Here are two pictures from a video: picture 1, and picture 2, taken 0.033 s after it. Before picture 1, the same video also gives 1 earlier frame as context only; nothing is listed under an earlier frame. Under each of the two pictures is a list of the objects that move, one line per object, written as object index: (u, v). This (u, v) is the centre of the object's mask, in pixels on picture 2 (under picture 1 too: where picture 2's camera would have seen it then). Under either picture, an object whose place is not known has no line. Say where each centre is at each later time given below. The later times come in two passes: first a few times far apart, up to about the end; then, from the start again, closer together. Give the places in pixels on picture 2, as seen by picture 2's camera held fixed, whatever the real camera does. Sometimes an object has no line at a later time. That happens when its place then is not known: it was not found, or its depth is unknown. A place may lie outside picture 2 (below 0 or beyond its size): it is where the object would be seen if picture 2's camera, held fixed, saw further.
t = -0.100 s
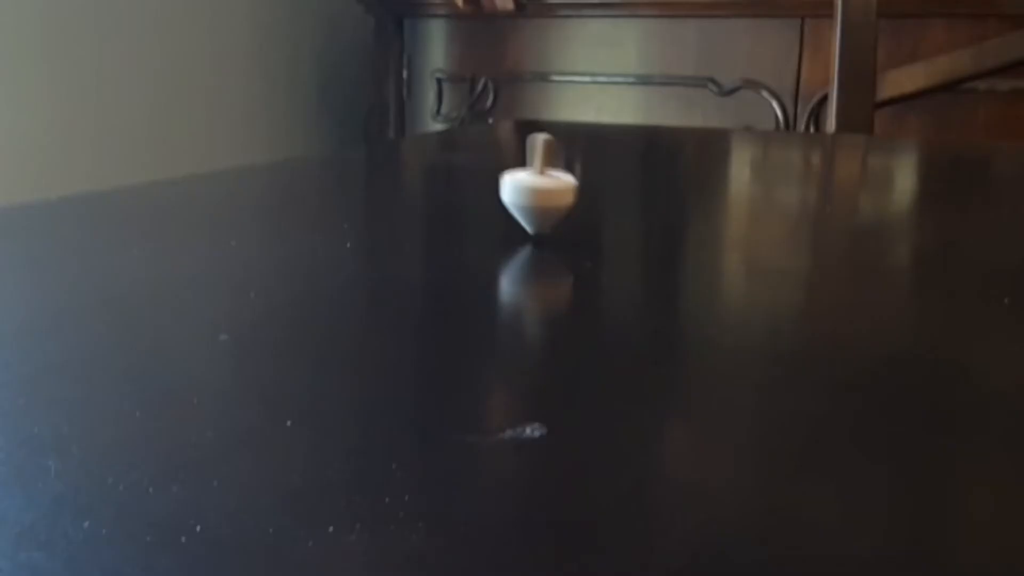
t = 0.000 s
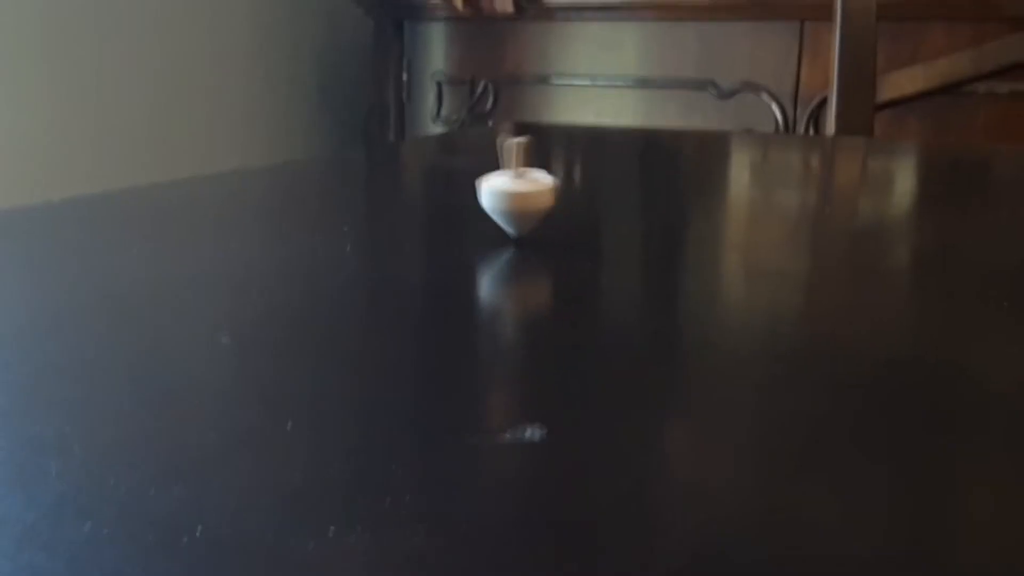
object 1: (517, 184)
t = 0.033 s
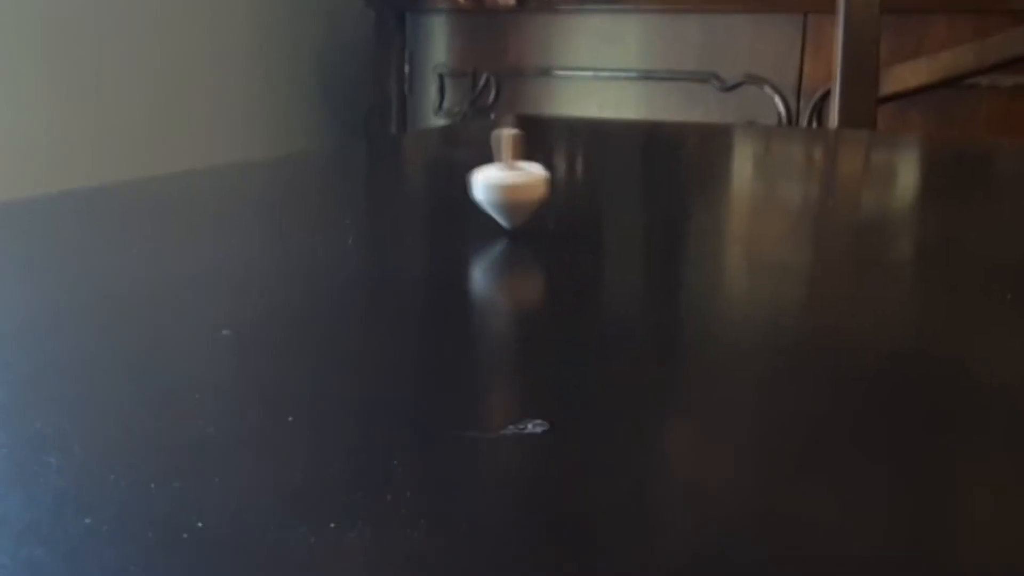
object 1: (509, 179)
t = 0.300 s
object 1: (475, 175)
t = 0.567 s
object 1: (440, 173)
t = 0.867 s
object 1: (387, 169)
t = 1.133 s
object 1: (378, 168)
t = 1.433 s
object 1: (371, 167)
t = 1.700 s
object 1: (407, 169)
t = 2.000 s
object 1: (407, 169)
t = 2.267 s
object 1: (408, 170)
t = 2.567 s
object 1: (406, 168)
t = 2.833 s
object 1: (410, 168)
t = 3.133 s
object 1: (409, 169)
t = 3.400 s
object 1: (408, 168)
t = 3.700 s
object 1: (411, 168)
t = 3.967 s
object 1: (410, 167)
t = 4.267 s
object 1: (412, 168)
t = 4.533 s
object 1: (411, 168)
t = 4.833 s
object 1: (411, 167)
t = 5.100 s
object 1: (412, 168)
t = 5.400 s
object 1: (412, 167)
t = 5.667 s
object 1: (412, 168)
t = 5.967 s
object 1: (412, 168)
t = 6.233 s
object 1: (412, 168)
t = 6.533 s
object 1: (413, 168)
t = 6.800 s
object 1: (412, 168)
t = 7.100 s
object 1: (413, 168)
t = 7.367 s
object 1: (414, 167)
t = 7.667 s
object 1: (413, 167)
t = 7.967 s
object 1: (414, 167)
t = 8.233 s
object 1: (413, 168)
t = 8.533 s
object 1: (415, 167)
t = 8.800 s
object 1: (413, 167)
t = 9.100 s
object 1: (417, 166)
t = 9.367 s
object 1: (419, 168)
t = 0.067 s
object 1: (499, 179)
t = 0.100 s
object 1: (489, 180)
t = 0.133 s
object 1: (482, 176)
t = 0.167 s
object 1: (478, 176)
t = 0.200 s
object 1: (475, 176)
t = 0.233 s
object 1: (472, 176)
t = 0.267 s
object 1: (474, 172)
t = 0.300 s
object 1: (475, 175)
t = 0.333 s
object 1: (475, 173)
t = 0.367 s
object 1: (475, 174)
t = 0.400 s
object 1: (474, 173)
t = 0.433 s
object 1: (471, 174)
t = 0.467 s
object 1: (466, 173)
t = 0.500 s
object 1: (460, 172)
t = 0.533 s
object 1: (451, 171)
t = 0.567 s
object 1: (440, 173)
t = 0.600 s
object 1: (430, 170)
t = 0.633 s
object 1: (419, 167)
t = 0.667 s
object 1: (409, 169)
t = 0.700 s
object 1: (404, 165)
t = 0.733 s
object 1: (398, 169)
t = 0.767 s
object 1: (392, 169)
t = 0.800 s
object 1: (387, 169)
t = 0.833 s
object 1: (386, 168)
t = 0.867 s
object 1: (387, 169)
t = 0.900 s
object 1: (389, 168)
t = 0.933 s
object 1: (392, 167)
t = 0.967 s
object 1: (395, 168)
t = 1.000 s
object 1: (395, 168)
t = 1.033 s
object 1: (393, 168)
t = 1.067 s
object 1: (391, 169)
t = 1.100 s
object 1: (383, 170)
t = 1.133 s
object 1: (378, 168)
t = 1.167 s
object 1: (372, 170)
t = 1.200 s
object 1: (366, 169)
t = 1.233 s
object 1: (363, 170)
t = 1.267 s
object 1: (362, 170)
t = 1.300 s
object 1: (361, 170)
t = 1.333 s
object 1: (361, 170)
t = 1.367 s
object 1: (362, 168)
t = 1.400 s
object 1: (365, 167)
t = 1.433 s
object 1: (371, 167)
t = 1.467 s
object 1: (377, 166)
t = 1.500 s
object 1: (384, 166)
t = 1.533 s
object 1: (392, 167)
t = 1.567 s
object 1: (398, 167)
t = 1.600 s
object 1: (405, 169)
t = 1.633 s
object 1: (407, 169)
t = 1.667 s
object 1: (407, 169)
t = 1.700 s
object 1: (407, 169)
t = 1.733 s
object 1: (404, 168)
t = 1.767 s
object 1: (404, 168)
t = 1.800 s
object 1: (404, 169)
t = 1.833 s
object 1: (404, 168)
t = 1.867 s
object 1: (404, 169)
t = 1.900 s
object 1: (405, 169)
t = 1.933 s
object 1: (405, 168)
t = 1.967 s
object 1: (405, 170)
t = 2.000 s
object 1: (407, 169)
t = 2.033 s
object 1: (407, 169)
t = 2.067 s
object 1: (407, 169)
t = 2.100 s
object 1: (408, 169)
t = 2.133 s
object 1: (408, 169)
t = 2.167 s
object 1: (408, 169)
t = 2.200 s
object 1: (408, 169)
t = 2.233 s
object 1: (408, 169)
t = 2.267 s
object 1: (408, 170)
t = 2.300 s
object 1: (406, 170)
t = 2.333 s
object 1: (407, 170)
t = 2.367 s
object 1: (406, 169)
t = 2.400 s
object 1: (405, 169)
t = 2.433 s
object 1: (406, 169)
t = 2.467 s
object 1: (406, 168)
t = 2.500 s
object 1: (405, 168)
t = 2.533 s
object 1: (406, 168)
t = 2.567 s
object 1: (406, 168)
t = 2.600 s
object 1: (406, 168)
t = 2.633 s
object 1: (407, 168)
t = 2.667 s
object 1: (407, 168)
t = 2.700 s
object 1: (408, 168)
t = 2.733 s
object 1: (408, 168)
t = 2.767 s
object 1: (409, 169)
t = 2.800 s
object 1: (409, 169)
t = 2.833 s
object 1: (410, 168)
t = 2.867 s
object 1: (410, 168)
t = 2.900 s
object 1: (411, 169)
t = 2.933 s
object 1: (411, 169)
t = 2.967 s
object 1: (411, 169)
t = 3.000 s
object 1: (411, 169)
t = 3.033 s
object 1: (410, 169)
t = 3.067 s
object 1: (409, 169)
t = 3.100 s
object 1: (409, 169)
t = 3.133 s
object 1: (409, 169)
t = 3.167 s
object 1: (408, 169)
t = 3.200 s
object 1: (408, 168)
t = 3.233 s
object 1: (408, 168)
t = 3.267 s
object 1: (407, 168)
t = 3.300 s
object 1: (407, 168)
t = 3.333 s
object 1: (407, 168)
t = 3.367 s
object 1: (407, 168)
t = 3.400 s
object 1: (408, 168)
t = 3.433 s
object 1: (408, 168)
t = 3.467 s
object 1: (408, 168)
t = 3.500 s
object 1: (408, 168)
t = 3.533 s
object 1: (409, 168)
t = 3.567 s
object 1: (409, 168)
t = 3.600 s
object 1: (410, 168)
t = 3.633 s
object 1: (411, 168)
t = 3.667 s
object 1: (411, 168)
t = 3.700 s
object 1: (411, 168)
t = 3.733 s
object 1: (411, 168)
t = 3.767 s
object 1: (410, 168)
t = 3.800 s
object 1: (410, 168)
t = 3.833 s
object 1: (410, 169)
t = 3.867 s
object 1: (410, 168)
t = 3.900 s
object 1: (410, 168)
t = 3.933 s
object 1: (410, 168)
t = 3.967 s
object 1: (410, 167)
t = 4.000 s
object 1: (411, 167)
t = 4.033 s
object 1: (411, 167)
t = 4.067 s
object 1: (411, 167)
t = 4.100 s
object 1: (411, 167)
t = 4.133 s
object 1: (411, 168)
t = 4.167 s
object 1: (411, 168)
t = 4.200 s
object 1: (412, 168)
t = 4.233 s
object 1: (412, 168)
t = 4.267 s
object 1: (412, 168)
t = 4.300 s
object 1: (412, 168)
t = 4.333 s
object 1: (412, 168)
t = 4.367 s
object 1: (411, 168)
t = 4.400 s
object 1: (411, 168)
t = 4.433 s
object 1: (411, 168)
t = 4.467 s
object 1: (411, 168)
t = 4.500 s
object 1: (410, 168)
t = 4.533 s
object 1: (411, 168)
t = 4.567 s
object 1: (411, 168)
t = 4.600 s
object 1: (411, 168)
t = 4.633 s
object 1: (411, 168)
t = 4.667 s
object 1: (411, 168)
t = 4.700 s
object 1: (411, 167)
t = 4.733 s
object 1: (411, 167)
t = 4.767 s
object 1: (411, 167)
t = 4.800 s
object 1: (411, 167)
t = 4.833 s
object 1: (411, 167)
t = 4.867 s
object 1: (411, 167)
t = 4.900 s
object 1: (411, 168)
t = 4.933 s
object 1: (411, 168)
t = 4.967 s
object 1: (412, 168)
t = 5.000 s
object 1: (412, 168)
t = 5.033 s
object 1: (411, 168)
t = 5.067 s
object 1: (412, 168)
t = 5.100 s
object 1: (412, 168)
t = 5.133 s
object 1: (412, 168)
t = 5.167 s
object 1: (411, 168)
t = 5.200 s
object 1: (411, 168)
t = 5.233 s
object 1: (411, 168)
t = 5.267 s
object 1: (412, 168)
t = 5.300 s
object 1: (412, 168)
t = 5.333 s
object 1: (412, 168)
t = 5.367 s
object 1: (412, 167)
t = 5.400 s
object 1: (412, 167)
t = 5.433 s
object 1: (412, 167)
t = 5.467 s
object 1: (412, 167)
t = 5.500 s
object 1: (412, 167)
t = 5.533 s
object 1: (412, 167)
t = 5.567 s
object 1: (412, 167)
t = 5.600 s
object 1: (412, 168)
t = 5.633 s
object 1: (412, 168)
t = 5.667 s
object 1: (412, 168)
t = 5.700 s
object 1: (412, 168)
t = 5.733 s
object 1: (412, 167)
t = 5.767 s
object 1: (412, 168)
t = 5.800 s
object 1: (412, 168)
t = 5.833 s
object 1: (412, 168)
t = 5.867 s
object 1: (412, 168)
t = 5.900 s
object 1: (412, 168)
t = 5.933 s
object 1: (412, 168)
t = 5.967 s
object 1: (412, 168)
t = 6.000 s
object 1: (413, 167)
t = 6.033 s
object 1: (412, 167)
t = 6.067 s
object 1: (412, 167)
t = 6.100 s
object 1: (412, 167)
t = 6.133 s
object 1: (412, 167)
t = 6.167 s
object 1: (412, 167)
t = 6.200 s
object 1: (412, 167)
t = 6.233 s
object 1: (412, 168)
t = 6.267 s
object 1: (412, 168)
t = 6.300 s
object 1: (412, 168)
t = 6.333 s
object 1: (412, 168)
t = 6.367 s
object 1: (412, 168)
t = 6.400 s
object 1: (412, 167)
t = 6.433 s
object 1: (412, 168)
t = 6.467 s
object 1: (413, 168)
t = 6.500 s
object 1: (413, 168)
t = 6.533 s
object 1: (413, 168)
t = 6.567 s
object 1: (413, 168)
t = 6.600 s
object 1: (413, 168)
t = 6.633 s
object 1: (413, 168)
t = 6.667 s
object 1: (413, 167)
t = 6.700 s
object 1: (413, 167)
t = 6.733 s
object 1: (413, 167)
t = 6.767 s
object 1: (413, 167)
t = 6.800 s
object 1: (412, 168)
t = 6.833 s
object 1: (413, 167)
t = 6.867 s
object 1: (413, 167)
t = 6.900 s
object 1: (413, 168)
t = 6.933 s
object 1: (413, 167)
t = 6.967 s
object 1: (413, 168)
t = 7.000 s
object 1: (412, 168)
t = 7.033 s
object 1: (413, 168)
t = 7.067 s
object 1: (413, 168)
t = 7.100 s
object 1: (413, 168)
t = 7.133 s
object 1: (414, 168)
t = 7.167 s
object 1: (414, 168)
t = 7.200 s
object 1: (414, 168)
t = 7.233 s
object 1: (414, 168)
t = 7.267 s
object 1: (414, 168)
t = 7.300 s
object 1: (414, 167)
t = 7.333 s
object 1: (414, 167)
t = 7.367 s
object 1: (414, 167)
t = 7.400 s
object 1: (413, 167)
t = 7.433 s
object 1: (412, 167)
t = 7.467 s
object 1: (413, 167)
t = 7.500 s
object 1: (413, 167)
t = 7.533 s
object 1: (412, 167)
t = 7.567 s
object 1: (413, 167)
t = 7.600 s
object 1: (413, 167)
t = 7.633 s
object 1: (413, 168)
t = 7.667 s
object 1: (413, 167)
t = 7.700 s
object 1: (413, 168)
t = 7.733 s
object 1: (414, 168)
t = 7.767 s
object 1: (414, 168)
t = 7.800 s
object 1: (415, 167)
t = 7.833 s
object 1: (415, 168)
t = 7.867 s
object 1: (415, 168)
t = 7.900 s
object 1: (414, 167)
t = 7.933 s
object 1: (414, 167)
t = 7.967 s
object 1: (414, 167)
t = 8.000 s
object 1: (414, 167)
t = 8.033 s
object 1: (413, 167)
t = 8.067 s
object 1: (413, 167)
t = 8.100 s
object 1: (413, 167)
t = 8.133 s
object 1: (413, 168)
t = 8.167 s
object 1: (412, 168)
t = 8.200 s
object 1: (412, 168)
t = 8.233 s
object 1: (413, 168)
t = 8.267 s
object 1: (413, 168)
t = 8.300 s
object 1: (413, 168)
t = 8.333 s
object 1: (414, 168)
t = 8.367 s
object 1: (414, 168)
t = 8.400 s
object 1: (415, 168)
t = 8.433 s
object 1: (415, 168)
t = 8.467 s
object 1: (415, 168)
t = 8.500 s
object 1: (415, 168)
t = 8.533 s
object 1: (415, 167)
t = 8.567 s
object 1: (414, 167)
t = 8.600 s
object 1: (414, 167)
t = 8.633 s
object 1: (414, 167)
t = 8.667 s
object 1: (413, 167)
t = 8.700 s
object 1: (413, 167)
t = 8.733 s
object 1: (412, 167)
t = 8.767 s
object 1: (412, 168)
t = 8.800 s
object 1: (413, 167)
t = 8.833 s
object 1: (413, 167)
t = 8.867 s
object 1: (414, 166)
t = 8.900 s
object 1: (414, 167)
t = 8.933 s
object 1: (415, 167)
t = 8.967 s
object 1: (416, 167)
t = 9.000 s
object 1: (416, 166)
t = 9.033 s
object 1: (417, 166)
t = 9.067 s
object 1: (417, 167)
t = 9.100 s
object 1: (417, 166)
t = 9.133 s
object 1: (416, 166)
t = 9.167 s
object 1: (416, 166)
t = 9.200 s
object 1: (415, 167)
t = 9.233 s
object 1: (415, 167)
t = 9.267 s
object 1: (415, 168)
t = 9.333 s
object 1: (417, 169)
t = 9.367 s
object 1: (419, 168)
